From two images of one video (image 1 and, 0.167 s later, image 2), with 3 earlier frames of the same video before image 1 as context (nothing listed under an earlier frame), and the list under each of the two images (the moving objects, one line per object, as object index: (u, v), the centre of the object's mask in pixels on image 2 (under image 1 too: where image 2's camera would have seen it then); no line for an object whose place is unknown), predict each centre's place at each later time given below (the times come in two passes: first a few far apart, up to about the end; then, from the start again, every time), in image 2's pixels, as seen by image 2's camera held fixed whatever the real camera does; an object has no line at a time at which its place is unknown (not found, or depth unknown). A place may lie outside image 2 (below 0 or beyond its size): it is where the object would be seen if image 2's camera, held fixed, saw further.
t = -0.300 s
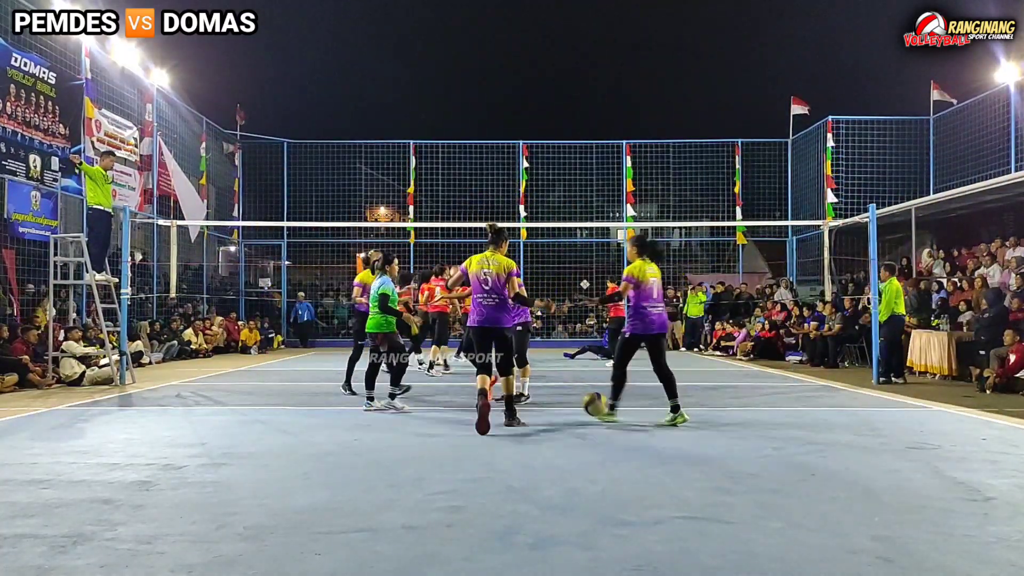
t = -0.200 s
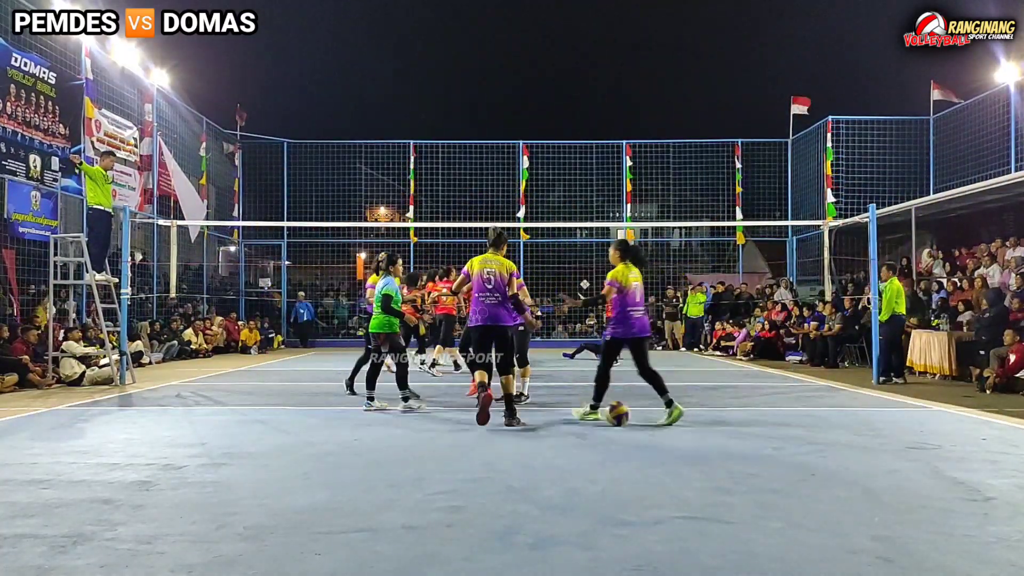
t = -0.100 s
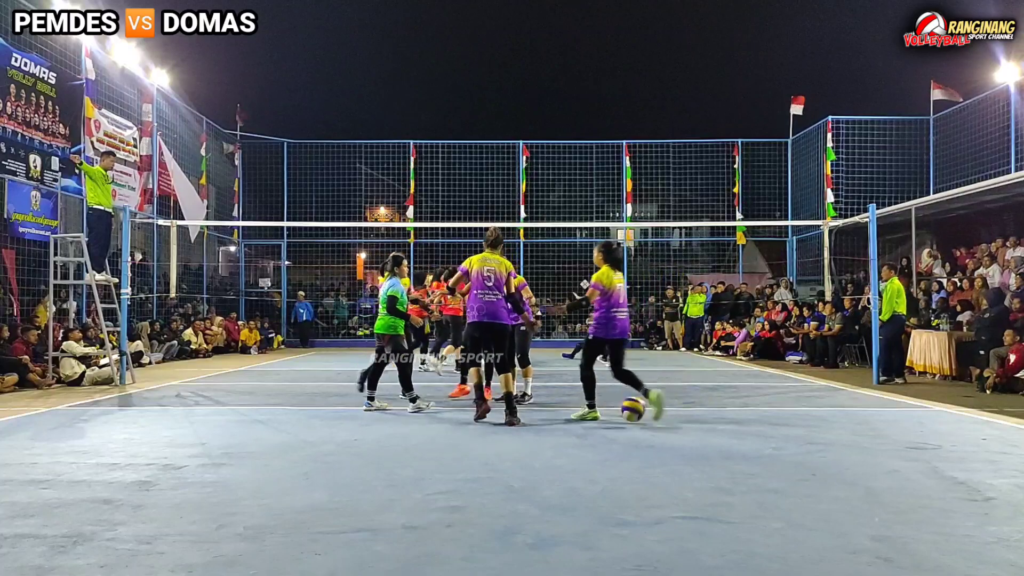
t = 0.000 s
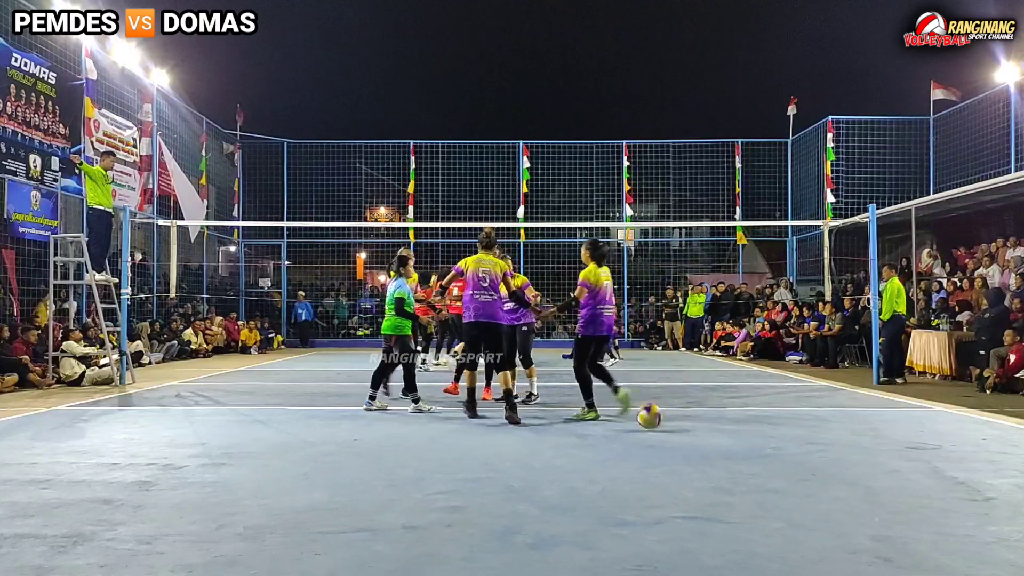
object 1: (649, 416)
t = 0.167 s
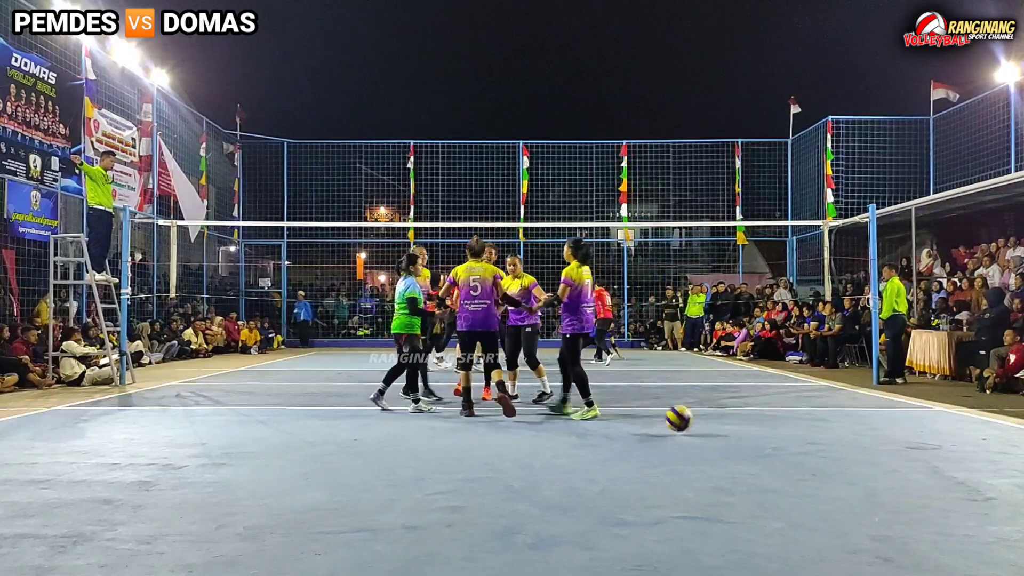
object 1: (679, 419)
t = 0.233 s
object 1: (692, 422)
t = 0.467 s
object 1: (738, 427)
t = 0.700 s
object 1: (789, 434)
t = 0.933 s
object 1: (845, 444)
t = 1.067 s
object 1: (879, 447)
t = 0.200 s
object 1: (686, 423)
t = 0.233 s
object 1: (692, 422)
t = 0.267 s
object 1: (698, 421)
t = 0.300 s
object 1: (705, 421)
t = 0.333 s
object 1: (711, 423)
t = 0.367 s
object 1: (717, 426)
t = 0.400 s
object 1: (724, 427)
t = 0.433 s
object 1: (731, 426)
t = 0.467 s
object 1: (738, 427)
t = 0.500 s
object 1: (745, 429)
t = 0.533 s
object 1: (752, 431)
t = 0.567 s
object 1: (759, 430)
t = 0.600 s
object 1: (767, 431)
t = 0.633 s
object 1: (774, 433)
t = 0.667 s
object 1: (782, 435)
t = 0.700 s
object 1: (789, 434)
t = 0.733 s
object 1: (796, 434)
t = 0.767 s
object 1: (804, 436)
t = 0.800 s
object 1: (812, 440)
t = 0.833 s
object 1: (821, 439)
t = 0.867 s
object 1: (828, 440)
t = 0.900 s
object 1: (837, 442)
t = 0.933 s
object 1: (845, 444)
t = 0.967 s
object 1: (853, 444)
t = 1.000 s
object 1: (863, 445)
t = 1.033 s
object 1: (871, 448)
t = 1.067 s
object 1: (879, 447)
